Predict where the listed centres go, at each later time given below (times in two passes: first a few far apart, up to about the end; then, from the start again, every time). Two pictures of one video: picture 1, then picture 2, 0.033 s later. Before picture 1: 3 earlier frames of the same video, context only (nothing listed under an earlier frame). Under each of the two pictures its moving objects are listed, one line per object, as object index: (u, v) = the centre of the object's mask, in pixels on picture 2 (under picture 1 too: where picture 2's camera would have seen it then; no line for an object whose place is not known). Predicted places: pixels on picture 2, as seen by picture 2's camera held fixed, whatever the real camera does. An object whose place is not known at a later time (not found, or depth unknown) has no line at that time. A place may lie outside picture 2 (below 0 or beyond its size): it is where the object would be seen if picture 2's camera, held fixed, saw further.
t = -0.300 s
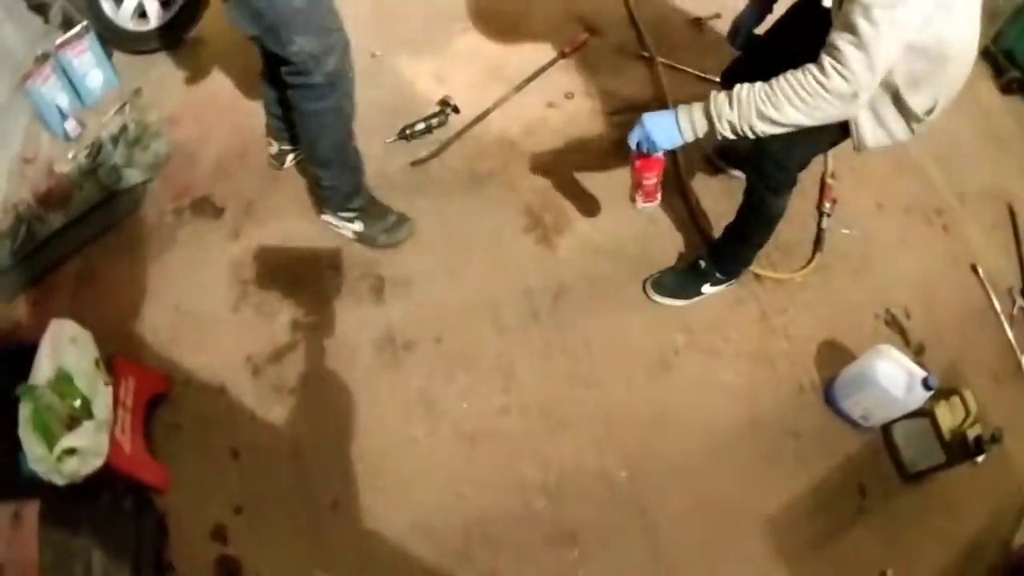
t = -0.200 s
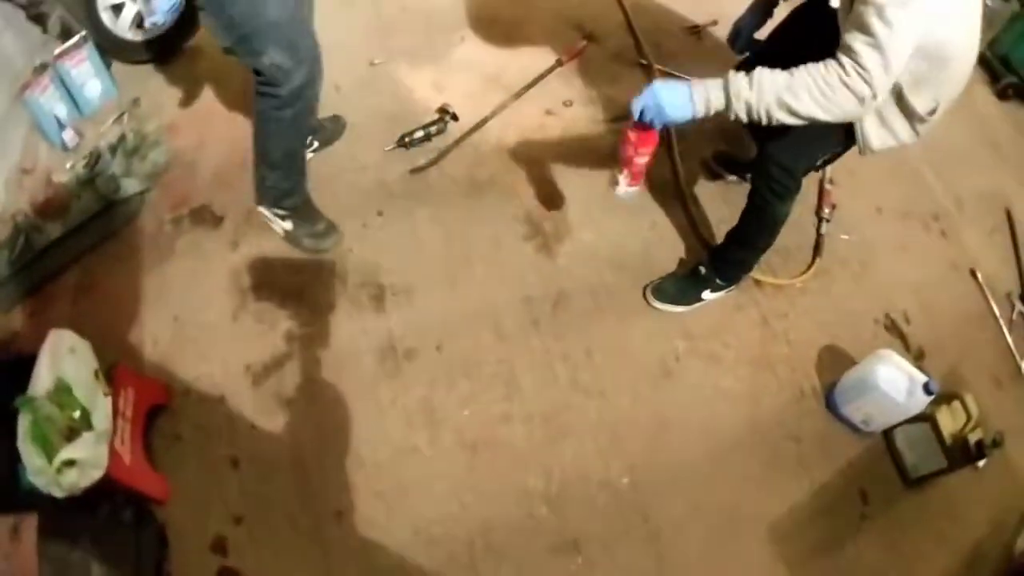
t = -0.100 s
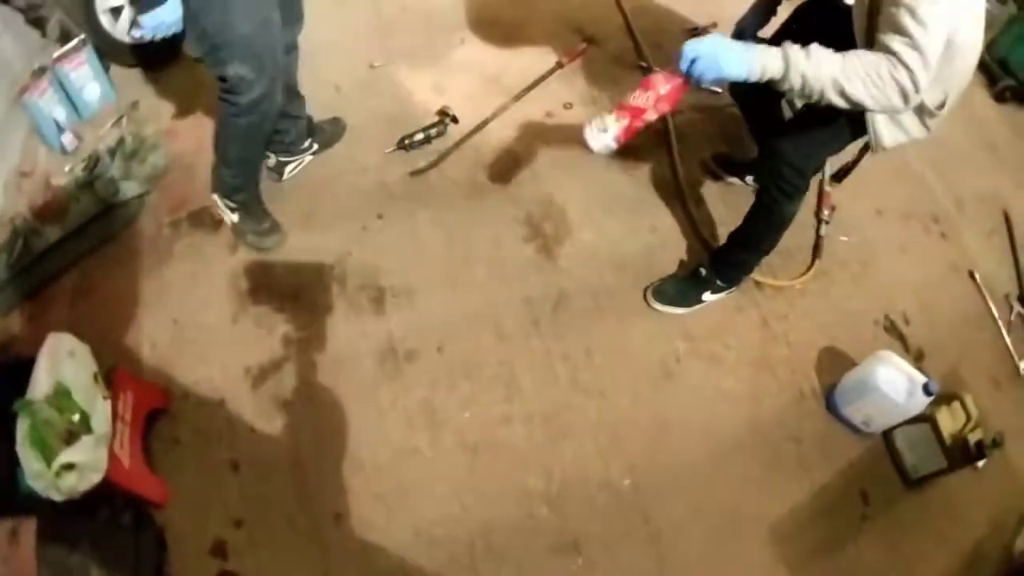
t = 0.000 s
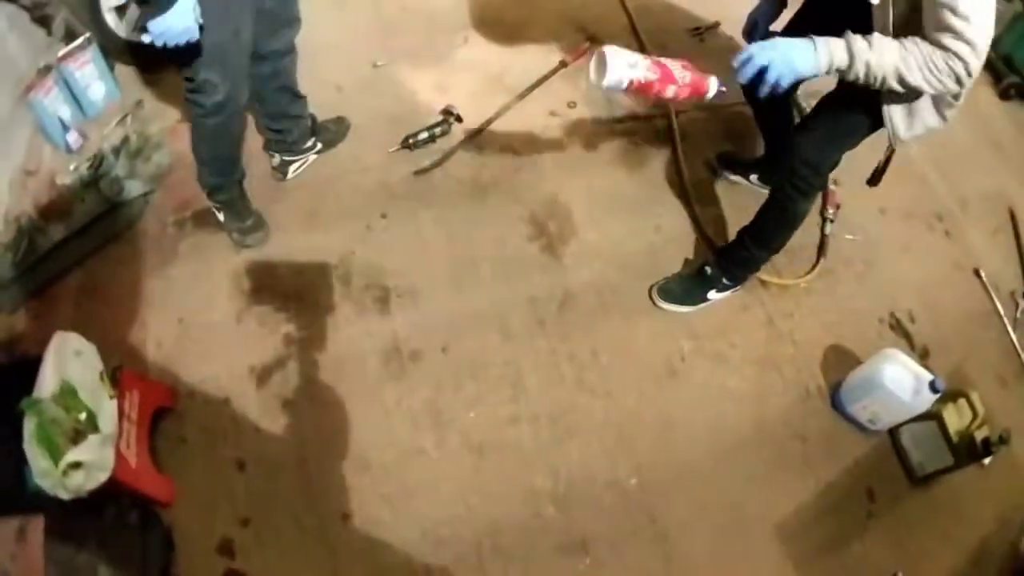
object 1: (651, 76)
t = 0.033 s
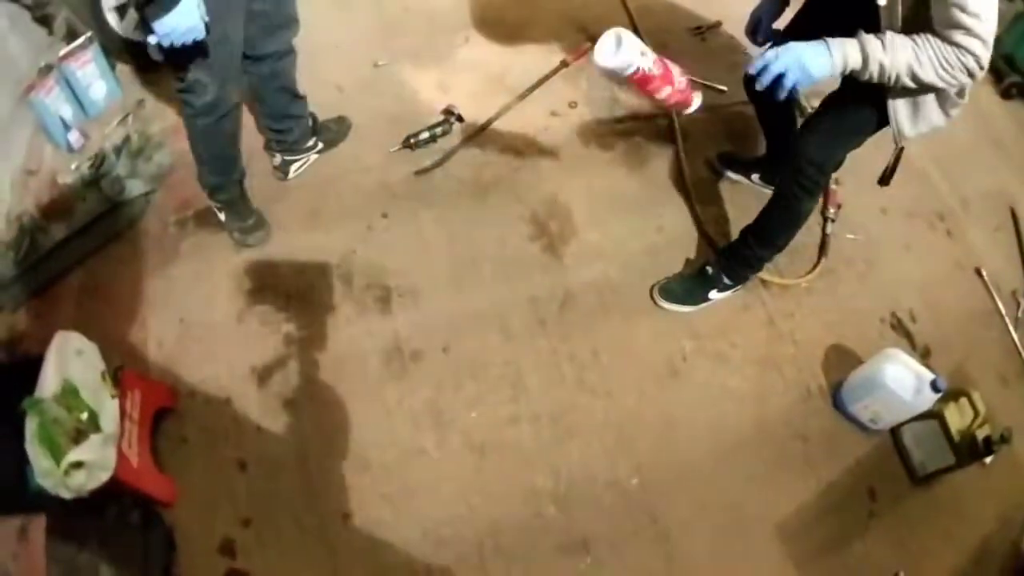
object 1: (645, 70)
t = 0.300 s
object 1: (586, 171)
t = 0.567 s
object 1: (516, 287)
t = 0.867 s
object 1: (501, 293)
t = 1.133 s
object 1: (501, 295)
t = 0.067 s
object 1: (642, 69)
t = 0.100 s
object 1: (636, 72)
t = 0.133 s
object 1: (630, 80)
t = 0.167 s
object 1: (623, 91)
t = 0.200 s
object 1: (616, 106)
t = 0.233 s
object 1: (606, 125)
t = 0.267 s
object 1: (596, 146)
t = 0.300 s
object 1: (586, 171)
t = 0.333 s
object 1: (575, 195)
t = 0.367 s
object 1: (565, 221)
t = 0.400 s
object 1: (557, 246)
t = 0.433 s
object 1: (550, 270)
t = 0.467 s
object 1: (536, 290)
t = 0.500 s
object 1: (534, 288)
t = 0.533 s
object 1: (526, 287)
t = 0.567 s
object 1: (516, 287)
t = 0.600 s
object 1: (509, 290)
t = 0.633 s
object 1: (505, 292)
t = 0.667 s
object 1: (504, 291)
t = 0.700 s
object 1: (502, 292)
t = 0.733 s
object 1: (501, 292)
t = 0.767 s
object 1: (501, 292)
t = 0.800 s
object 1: (501, 292)
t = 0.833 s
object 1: (501, 293)
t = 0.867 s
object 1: (501, 293)
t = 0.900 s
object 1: (501, 294)
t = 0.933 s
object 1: (501, 293)
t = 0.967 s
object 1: (501, 293)
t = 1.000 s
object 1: (502, 293)
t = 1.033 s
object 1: (501, 294)
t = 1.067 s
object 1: (501, 294)
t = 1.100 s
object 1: (501, 294)
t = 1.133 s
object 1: (501, 295)
